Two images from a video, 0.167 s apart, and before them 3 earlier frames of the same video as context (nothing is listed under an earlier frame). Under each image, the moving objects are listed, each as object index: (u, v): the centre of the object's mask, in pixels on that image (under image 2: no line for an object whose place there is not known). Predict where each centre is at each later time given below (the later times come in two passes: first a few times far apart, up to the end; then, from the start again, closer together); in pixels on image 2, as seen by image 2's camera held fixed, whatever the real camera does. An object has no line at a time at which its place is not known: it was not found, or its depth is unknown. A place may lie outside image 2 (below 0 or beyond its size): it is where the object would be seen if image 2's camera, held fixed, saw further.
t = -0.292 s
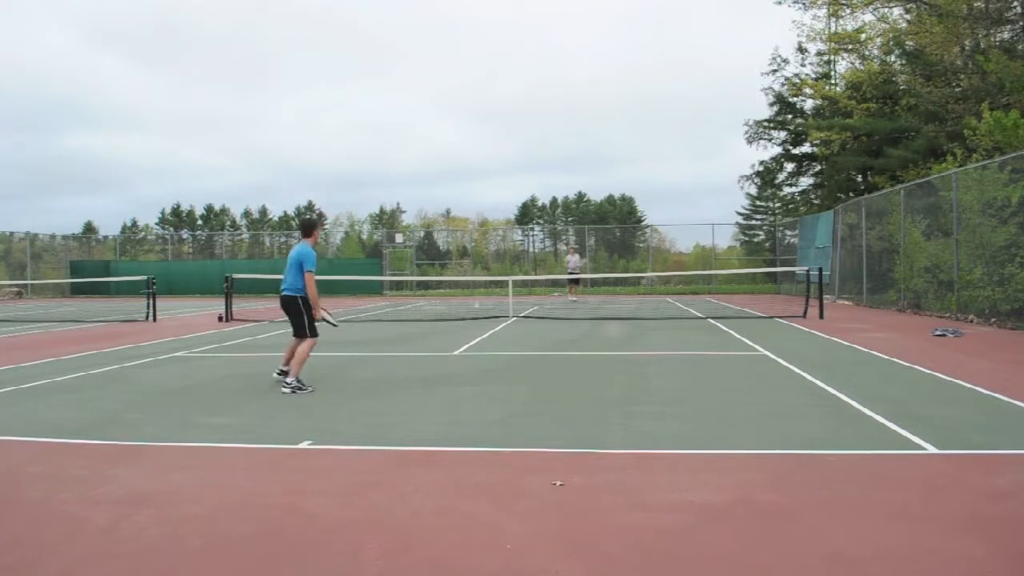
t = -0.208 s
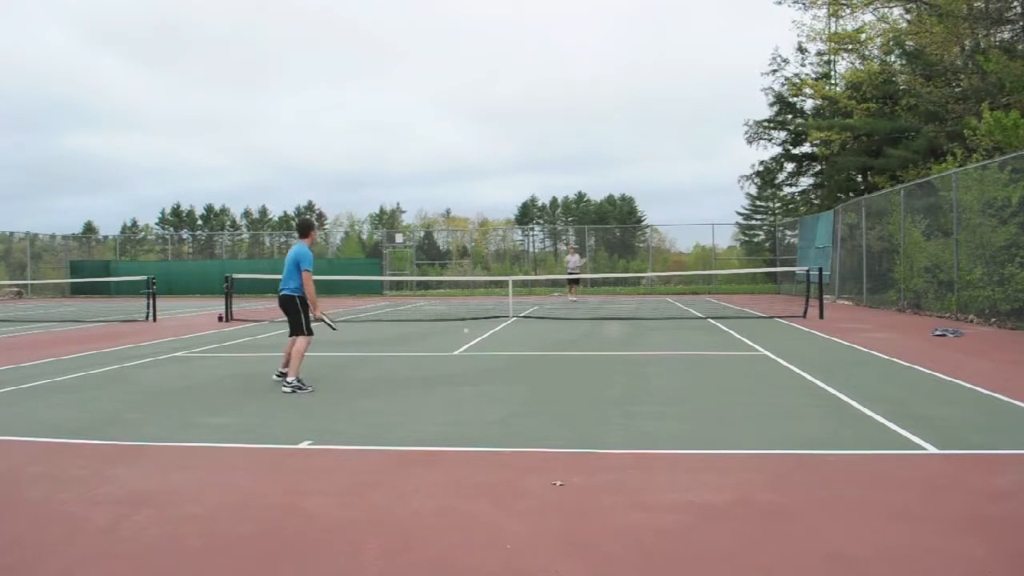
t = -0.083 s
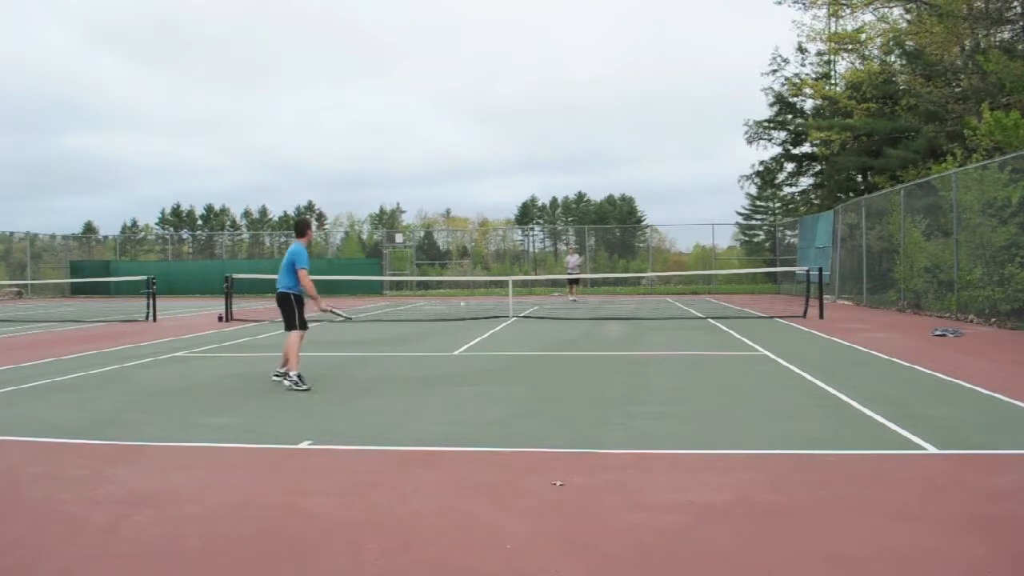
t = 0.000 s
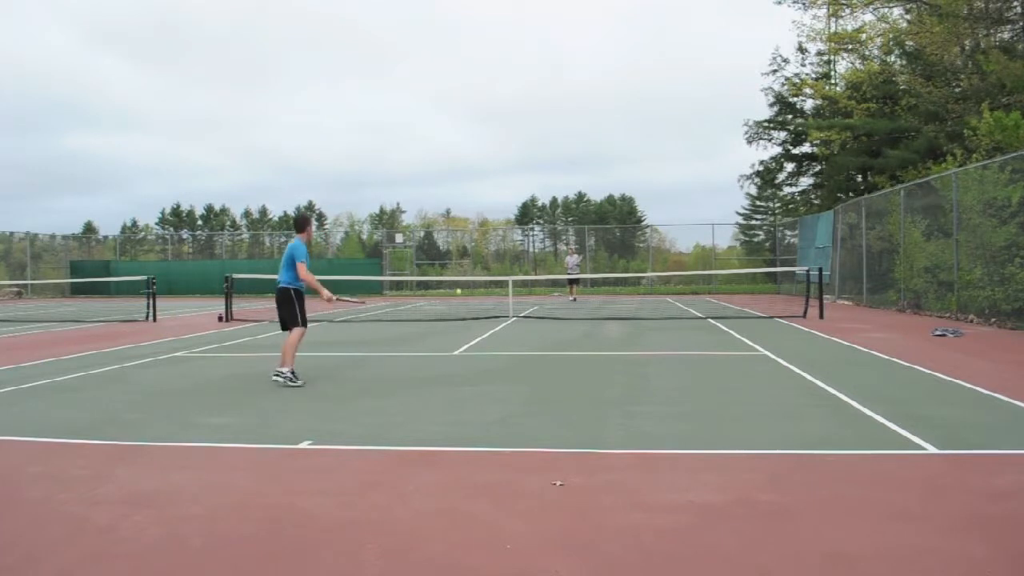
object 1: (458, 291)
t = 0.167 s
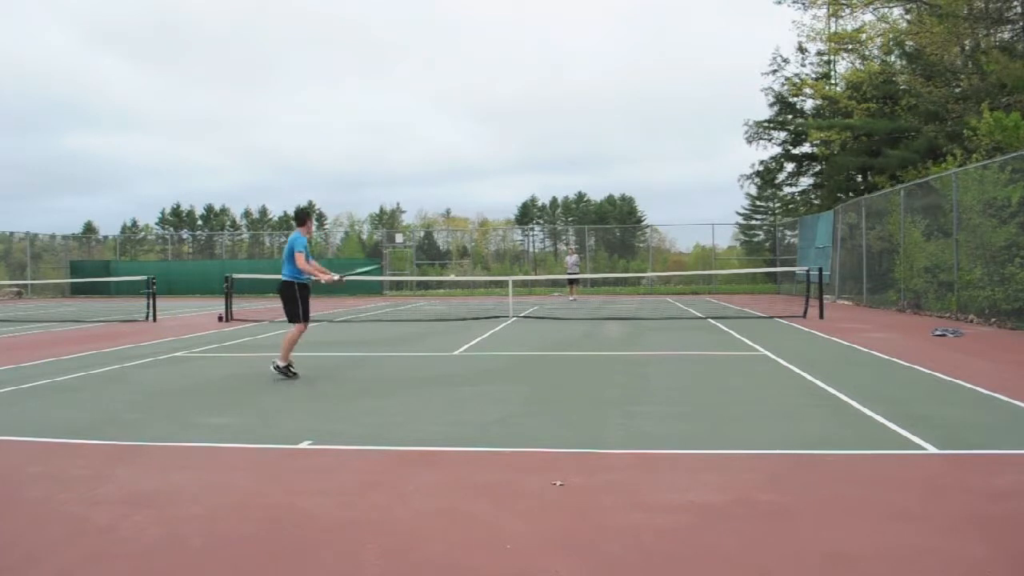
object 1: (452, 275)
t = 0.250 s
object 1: (450, 275)
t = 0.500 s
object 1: (439, 298)
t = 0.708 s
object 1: (431, 343)
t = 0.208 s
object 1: (451, 275)
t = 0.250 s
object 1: (450, 275)
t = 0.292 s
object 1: (447, 275)
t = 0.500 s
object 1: (439, 298)
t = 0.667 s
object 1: (433, 340)
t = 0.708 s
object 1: (431, 343)
